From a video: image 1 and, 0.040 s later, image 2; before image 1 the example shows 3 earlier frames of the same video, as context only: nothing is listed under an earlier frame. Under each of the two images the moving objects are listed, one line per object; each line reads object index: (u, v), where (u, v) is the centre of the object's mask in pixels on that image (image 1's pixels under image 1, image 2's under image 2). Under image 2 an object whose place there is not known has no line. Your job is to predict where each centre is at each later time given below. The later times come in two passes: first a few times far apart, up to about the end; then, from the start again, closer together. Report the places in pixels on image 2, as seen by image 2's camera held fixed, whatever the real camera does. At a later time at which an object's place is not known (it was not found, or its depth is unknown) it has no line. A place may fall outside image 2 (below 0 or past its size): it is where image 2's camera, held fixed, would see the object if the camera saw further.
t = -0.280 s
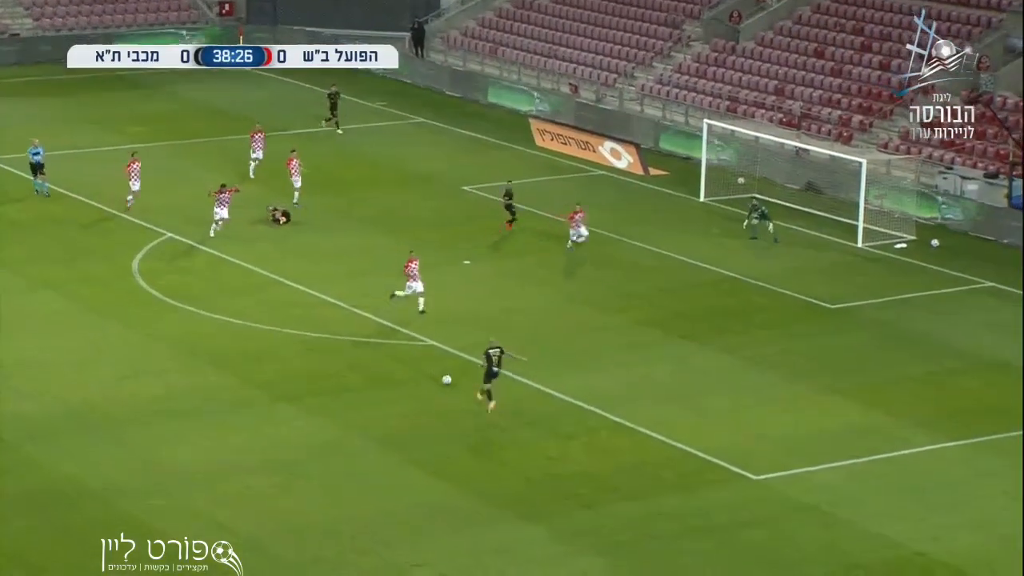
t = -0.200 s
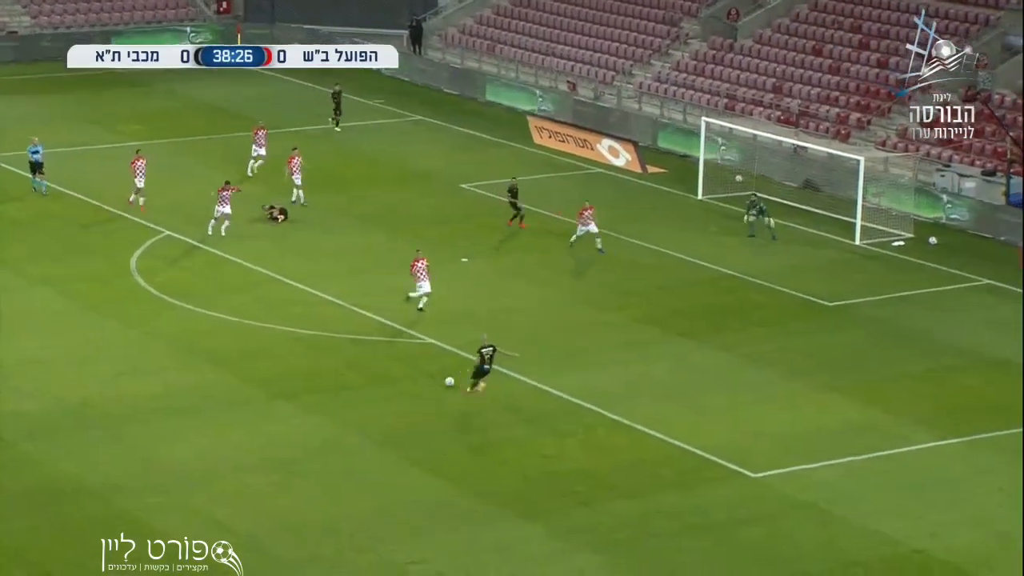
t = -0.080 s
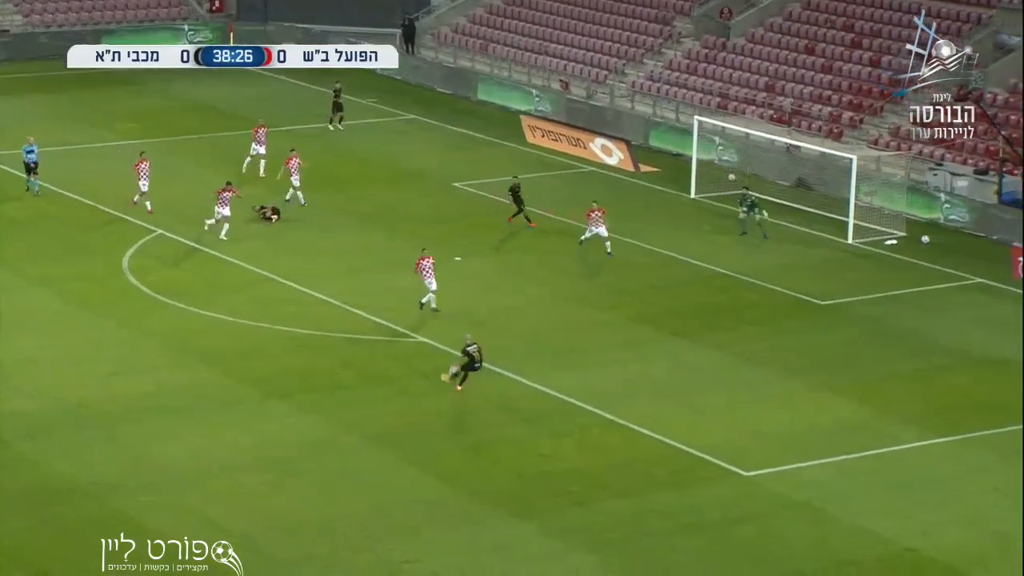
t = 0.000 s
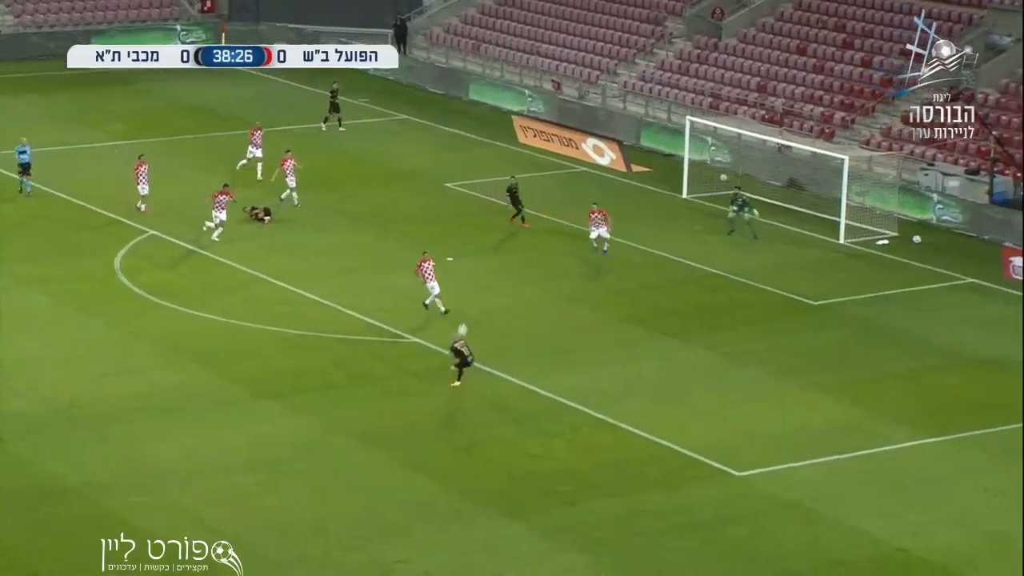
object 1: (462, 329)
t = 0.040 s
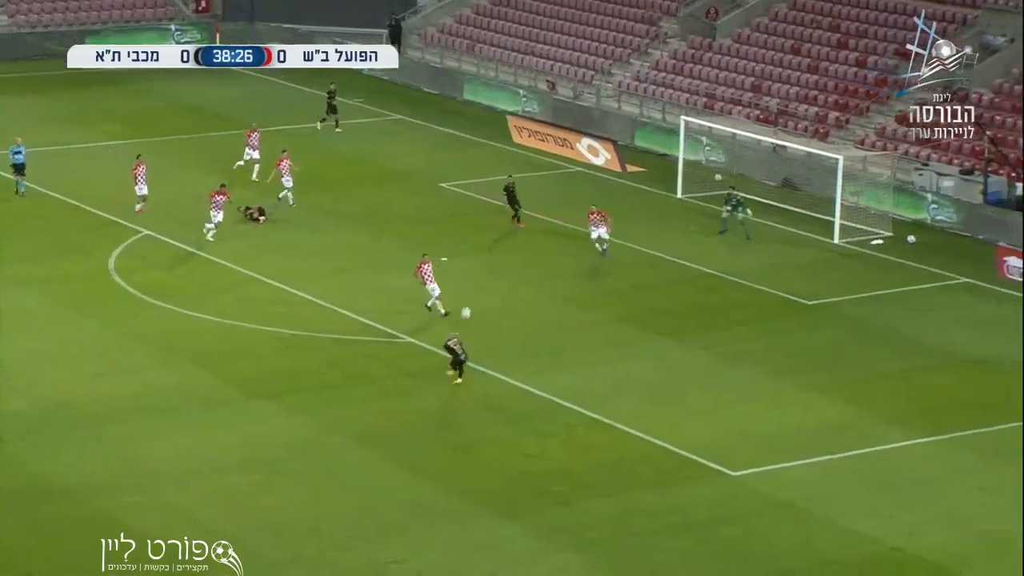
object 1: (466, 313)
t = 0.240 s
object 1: (515, 246)
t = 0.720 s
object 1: (645, 184)
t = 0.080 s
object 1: (475, 297)
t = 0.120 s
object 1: (485, 282)
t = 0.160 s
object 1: (494, 269)
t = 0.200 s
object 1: (505, 256)
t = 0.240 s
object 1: (515, 246)
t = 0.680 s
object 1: (634, 184)
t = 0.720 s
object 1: (645, 184)
